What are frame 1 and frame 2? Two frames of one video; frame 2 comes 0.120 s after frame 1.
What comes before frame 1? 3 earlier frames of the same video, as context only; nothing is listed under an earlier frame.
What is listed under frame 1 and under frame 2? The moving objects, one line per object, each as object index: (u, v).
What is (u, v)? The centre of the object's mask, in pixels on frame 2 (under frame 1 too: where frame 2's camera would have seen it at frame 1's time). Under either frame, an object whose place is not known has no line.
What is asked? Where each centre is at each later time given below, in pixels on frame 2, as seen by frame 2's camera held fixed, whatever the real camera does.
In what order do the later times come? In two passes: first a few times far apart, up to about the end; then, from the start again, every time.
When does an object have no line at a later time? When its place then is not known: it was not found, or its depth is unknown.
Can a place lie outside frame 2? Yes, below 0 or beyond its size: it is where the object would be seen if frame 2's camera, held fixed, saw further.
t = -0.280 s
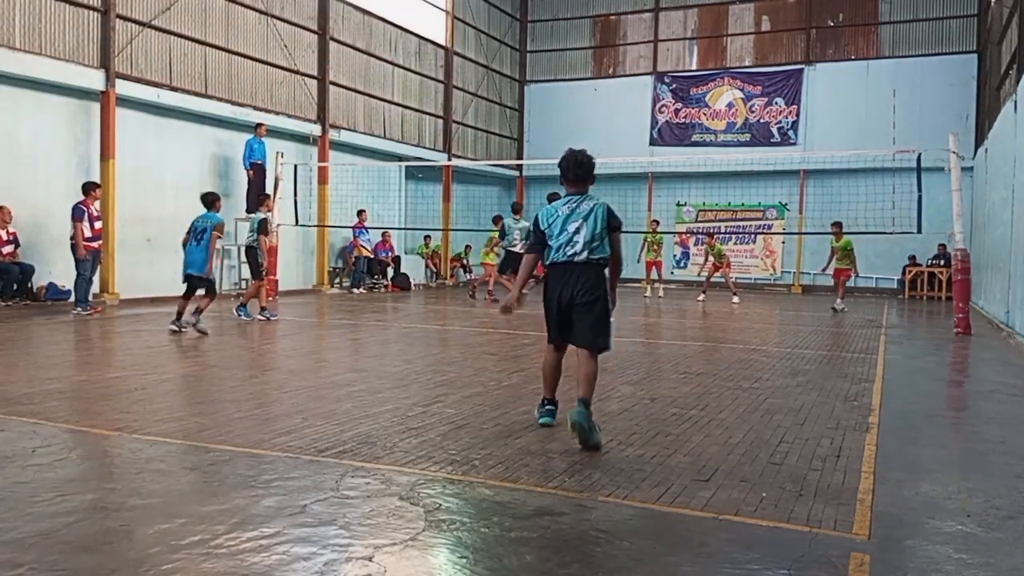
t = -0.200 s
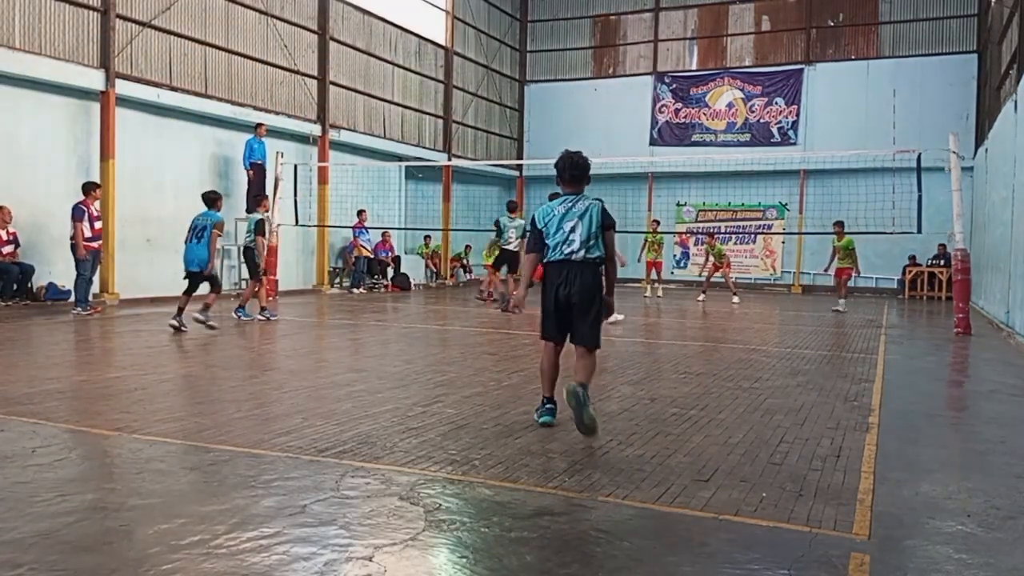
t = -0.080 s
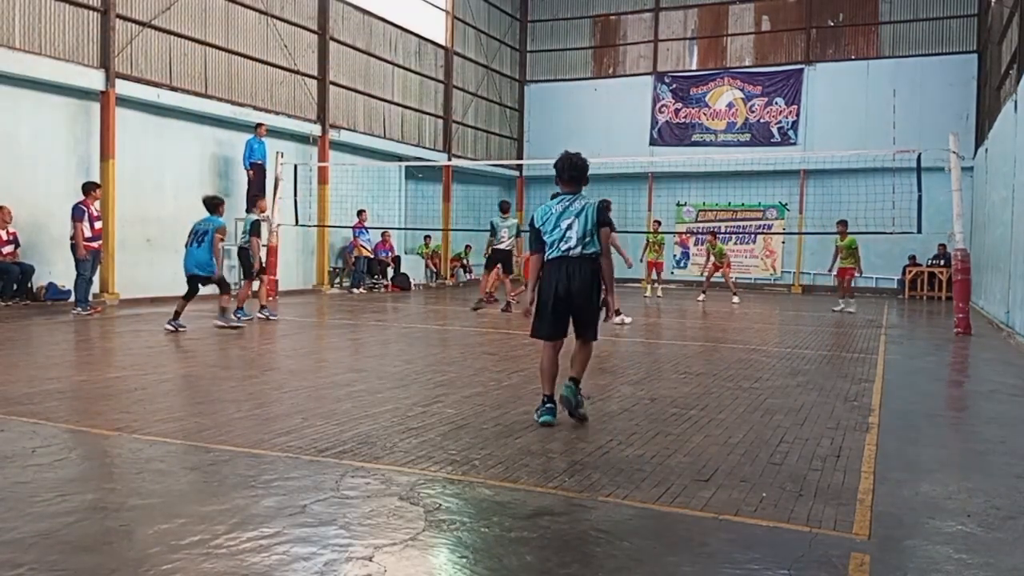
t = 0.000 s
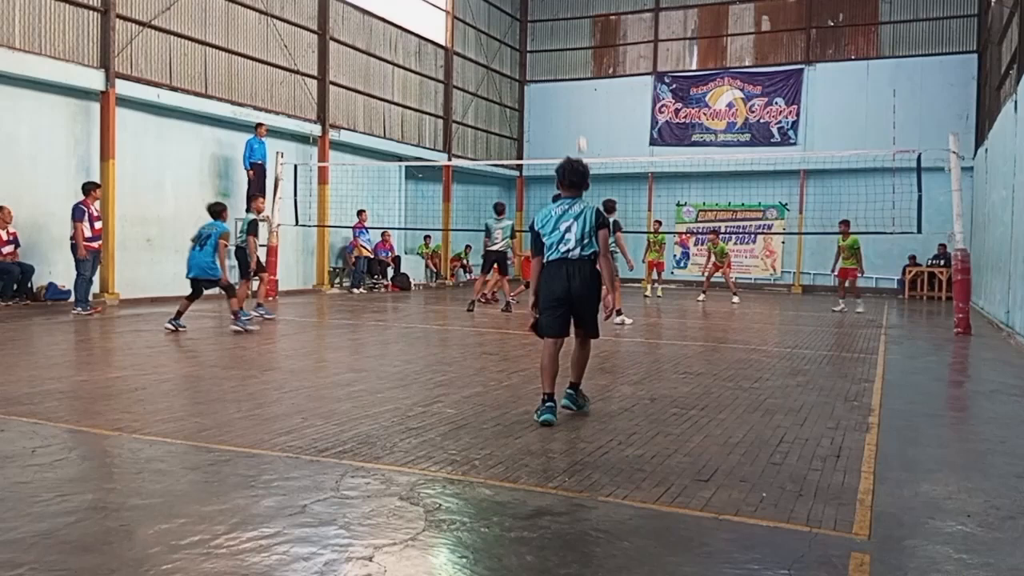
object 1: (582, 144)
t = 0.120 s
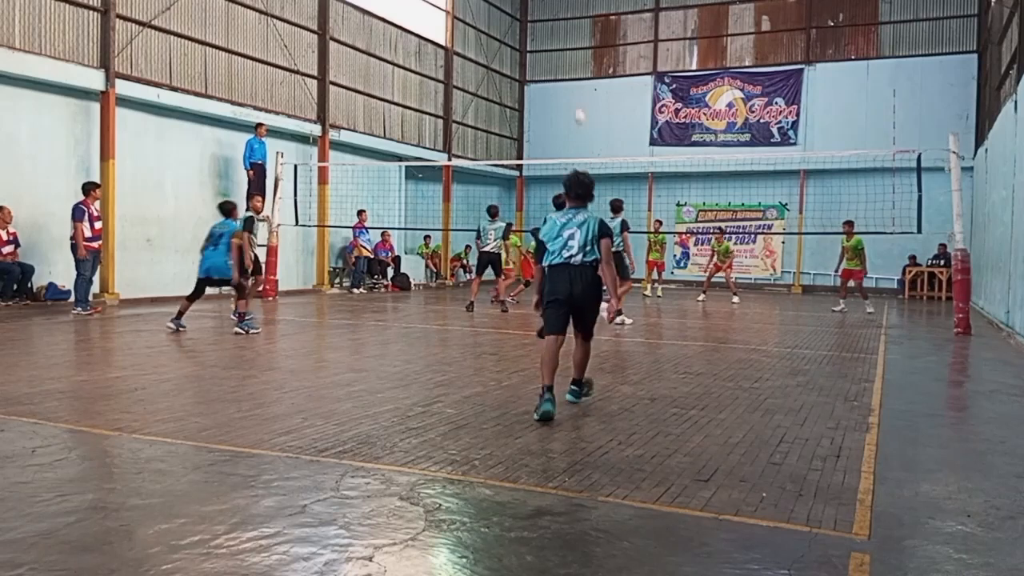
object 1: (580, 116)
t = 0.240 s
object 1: (578, 95)
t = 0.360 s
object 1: (575, 80)
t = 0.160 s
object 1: (579, 108)
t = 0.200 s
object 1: (578, 101)
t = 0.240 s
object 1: (578, 95)
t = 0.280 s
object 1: (577, 89)
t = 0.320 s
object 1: (575, 84)
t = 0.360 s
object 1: (575, 80)
